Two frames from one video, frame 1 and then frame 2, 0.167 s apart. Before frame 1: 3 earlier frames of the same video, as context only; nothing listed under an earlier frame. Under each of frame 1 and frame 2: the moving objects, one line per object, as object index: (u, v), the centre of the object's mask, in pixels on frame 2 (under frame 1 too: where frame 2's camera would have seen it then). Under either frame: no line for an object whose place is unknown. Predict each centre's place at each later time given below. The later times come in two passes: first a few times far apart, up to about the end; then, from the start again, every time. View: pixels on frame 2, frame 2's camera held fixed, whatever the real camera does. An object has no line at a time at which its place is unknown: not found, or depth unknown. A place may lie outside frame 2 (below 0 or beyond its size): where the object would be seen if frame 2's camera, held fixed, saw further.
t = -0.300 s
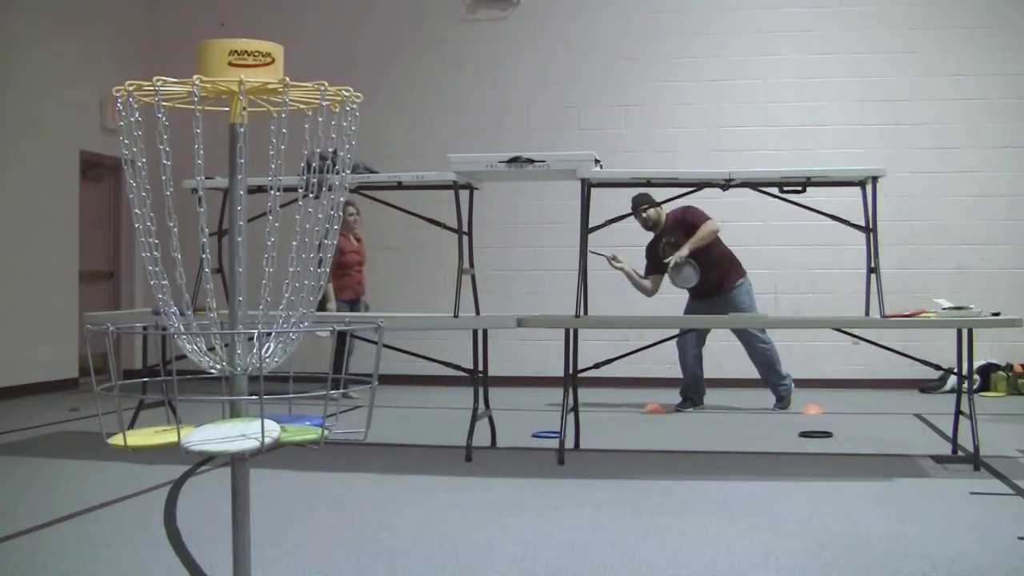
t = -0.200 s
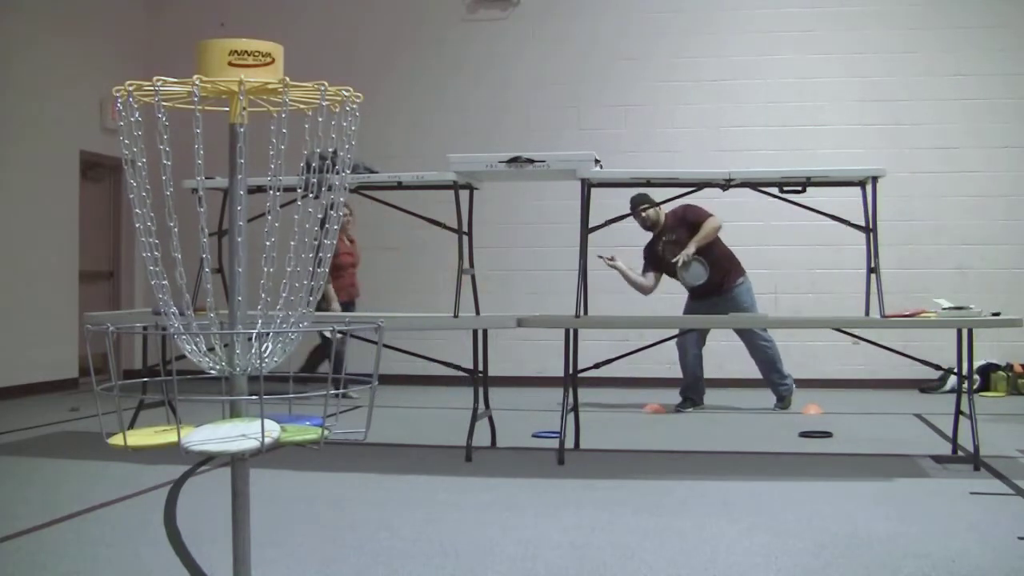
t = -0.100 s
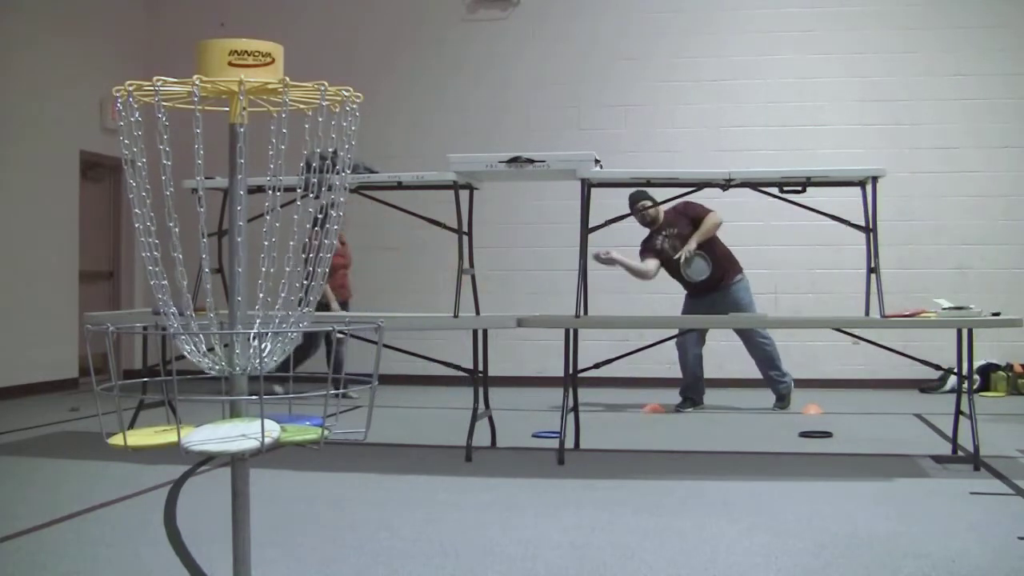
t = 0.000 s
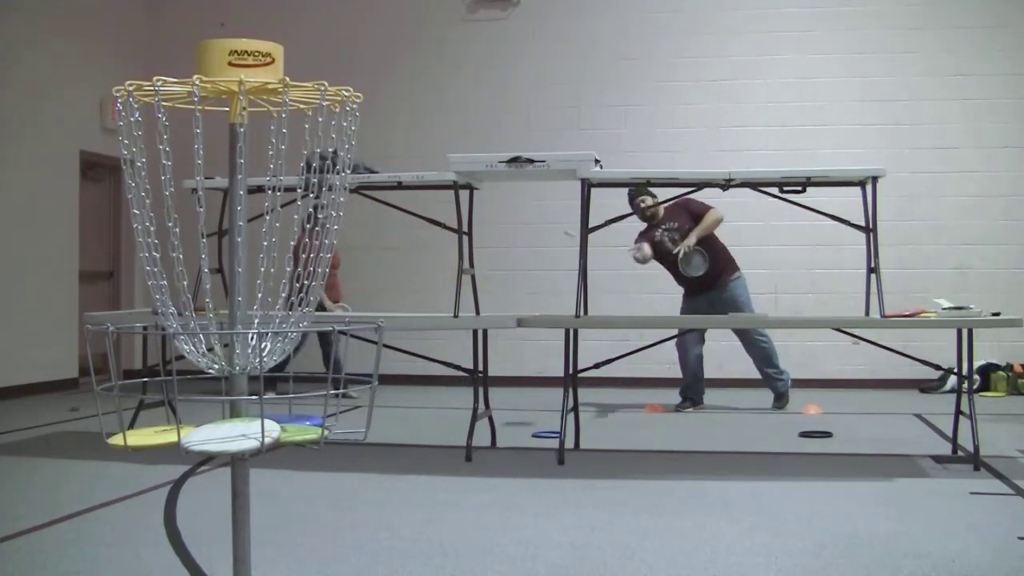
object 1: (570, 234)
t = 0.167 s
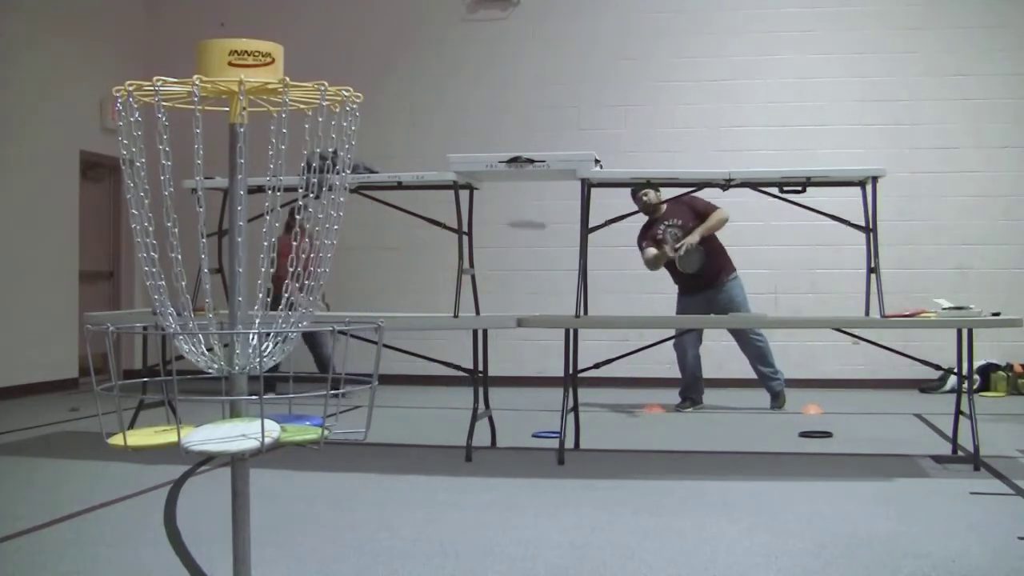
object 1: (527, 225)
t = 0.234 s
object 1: (500, 231)
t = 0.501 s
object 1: (352, 353)
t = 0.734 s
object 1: (576, 387)
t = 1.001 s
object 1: (767, 556)
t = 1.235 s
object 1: (817, 532)
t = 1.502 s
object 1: (831, 542)
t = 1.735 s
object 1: (836, 546)
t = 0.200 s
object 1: (514, 227)
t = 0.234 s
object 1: (500, 231)
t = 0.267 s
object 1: (483, 237)
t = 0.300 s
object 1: (467, 244)
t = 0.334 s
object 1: (447, 257)
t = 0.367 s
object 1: (424, 273)
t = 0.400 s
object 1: (401, 289)
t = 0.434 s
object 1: (361, 306)
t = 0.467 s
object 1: (336, 346)
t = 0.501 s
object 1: (352, 353)
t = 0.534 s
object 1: (388, 348)
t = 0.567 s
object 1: (423, 345)
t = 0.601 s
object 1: (458, 347)
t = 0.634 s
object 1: (488, 350)
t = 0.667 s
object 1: (518, 359)
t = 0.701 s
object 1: (548, 372)
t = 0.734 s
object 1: (576, 387)
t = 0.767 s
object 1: (605, 408)
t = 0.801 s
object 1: (634, 432)
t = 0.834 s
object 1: (661, 458)
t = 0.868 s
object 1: (689, 487)
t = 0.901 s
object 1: (718, 518)
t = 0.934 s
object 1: (747, 549)
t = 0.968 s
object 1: (762, 563)
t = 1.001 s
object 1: (767, 556)
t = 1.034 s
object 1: (781, 548)
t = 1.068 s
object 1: (790, 540)
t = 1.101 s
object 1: (798, 536)
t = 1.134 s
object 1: (806, 536)
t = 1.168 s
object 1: (810, 534)
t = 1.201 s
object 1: (814, 531)
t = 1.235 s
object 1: (817, 532)
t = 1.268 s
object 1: (819, 534)
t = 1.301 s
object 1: (821, 539)
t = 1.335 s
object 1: (823, 545)
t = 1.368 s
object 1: (824, 553)
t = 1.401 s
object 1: (827, 546)
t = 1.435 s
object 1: (828, 542)
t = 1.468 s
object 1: (829, 541)
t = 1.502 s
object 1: (831, 542)
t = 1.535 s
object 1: (832, 544)
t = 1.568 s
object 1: (832, 552)
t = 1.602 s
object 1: (834, 552)
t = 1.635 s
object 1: (837, 548)
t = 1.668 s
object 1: (836, 545)
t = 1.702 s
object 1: (836, 544)
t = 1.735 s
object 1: (836, 546)
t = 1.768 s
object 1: (835, 550)
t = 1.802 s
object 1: (838, 554)
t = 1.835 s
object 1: (839, 551)
